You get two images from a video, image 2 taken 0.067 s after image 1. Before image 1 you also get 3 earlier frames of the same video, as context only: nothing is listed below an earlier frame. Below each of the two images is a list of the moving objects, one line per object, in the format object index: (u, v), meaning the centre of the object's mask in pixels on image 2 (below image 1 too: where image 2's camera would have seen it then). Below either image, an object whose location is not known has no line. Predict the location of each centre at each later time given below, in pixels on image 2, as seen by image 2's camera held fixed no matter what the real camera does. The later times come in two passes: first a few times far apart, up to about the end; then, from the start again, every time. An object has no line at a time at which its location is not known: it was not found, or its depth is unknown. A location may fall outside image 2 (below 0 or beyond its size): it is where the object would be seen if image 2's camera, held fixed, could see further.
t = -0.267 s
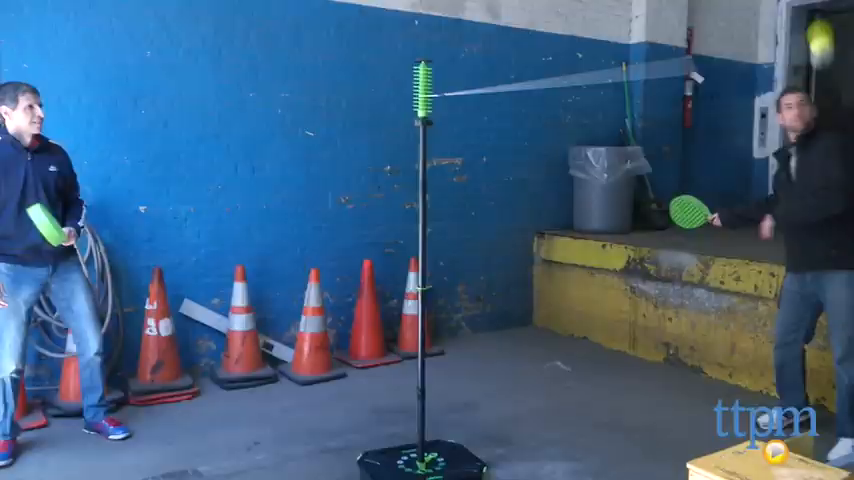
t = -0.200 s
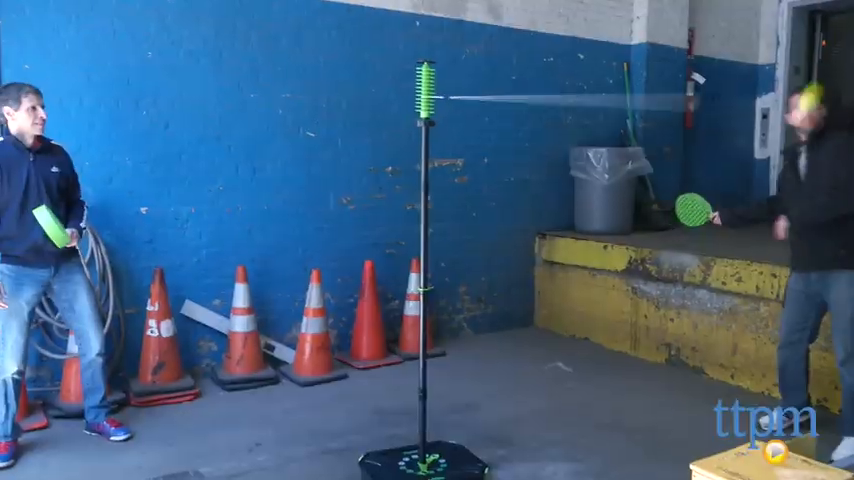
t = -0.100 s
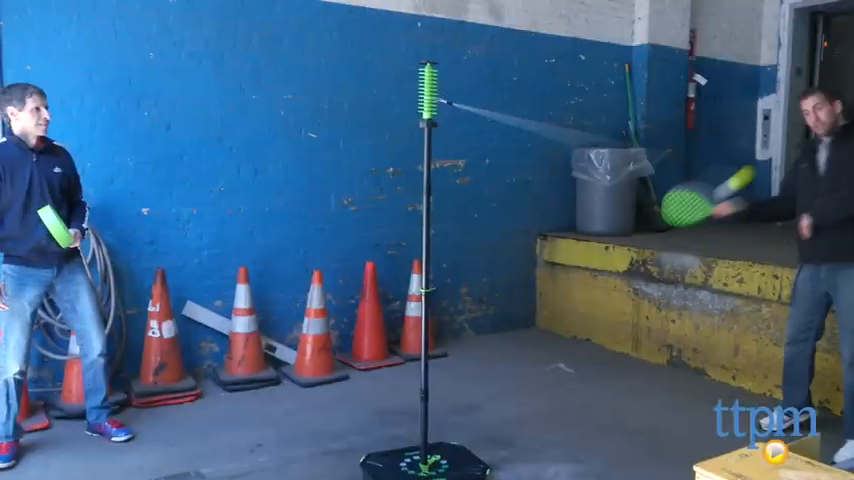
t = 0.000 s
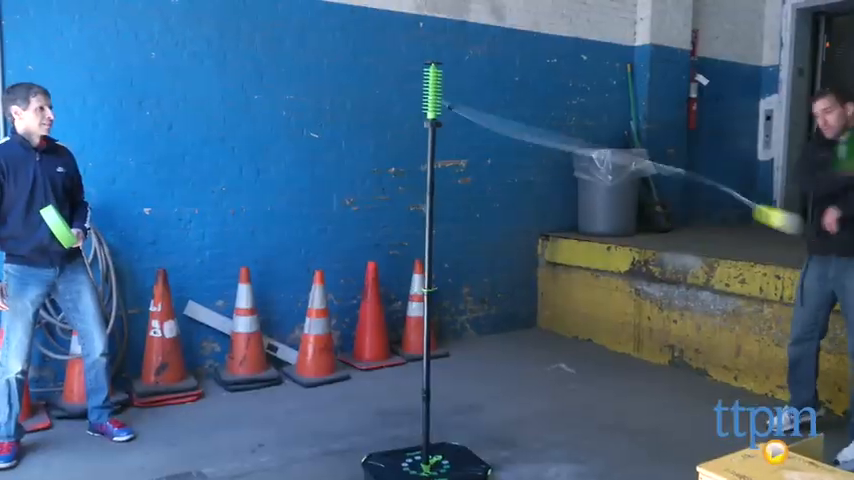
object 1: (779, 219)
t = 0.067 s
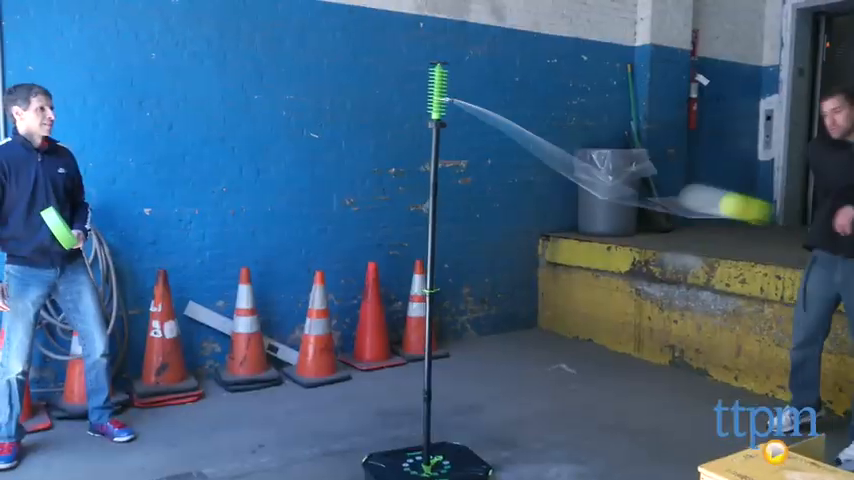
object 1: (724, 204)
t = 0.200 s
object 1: (216, 95)
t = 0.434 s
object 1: (106, 89)
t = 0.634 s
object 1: (388, 166)
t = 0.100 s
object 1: (664, 192)
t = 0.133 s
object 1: (511, 160)
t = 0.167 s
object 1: (348, 122)
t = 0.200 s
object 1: (216, 95)
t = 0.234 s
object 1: (112, 74)
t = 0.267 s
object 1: (48, 61)
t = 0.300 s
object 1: (24, 56)
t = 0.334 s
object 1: (20, 59)
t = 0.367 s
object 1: (36, 68)
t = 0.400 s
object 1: (66, 78)
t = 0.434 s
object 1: (106, 89)
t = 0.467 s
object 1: (150, 102)
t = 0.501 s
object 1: (197, 115)
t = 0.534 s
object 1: (246, 128)
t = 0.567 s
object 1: (294, 140)
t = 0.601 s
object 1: (341, 153)
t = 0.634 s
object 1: (388, 166)
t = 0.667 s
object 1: (439, 178)
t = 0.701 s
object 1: (484, 188)
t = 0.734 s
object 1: (530, 200)
